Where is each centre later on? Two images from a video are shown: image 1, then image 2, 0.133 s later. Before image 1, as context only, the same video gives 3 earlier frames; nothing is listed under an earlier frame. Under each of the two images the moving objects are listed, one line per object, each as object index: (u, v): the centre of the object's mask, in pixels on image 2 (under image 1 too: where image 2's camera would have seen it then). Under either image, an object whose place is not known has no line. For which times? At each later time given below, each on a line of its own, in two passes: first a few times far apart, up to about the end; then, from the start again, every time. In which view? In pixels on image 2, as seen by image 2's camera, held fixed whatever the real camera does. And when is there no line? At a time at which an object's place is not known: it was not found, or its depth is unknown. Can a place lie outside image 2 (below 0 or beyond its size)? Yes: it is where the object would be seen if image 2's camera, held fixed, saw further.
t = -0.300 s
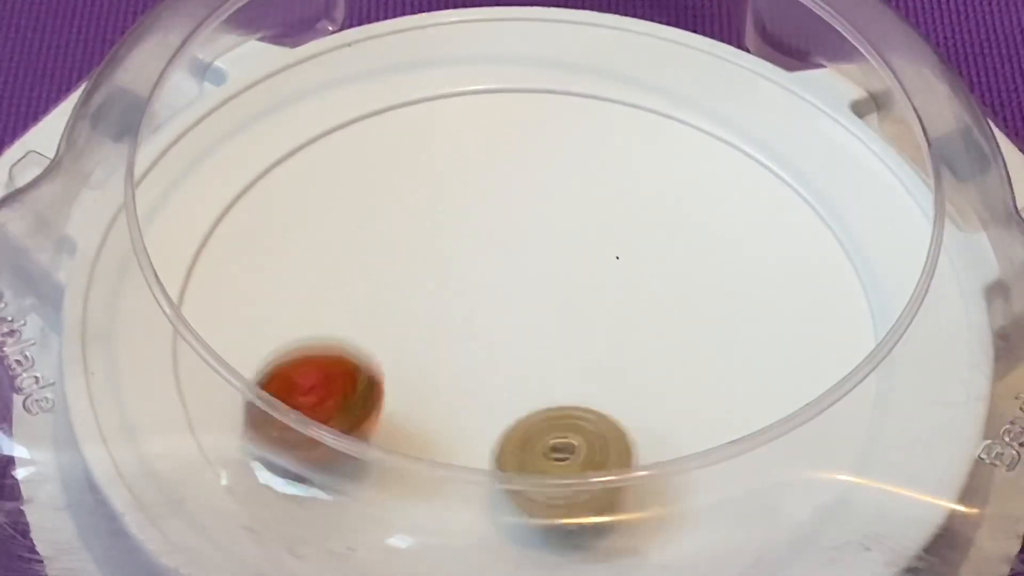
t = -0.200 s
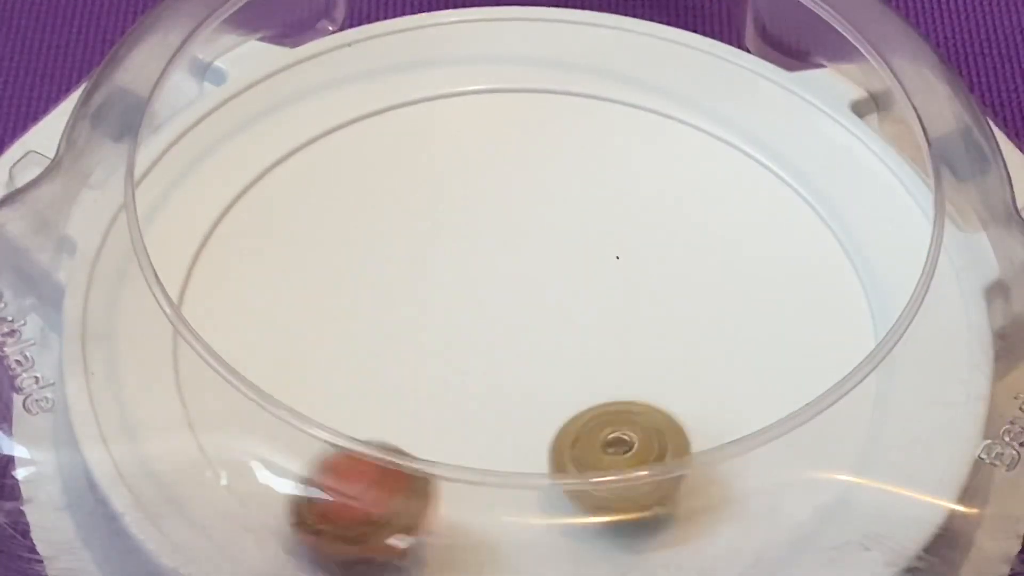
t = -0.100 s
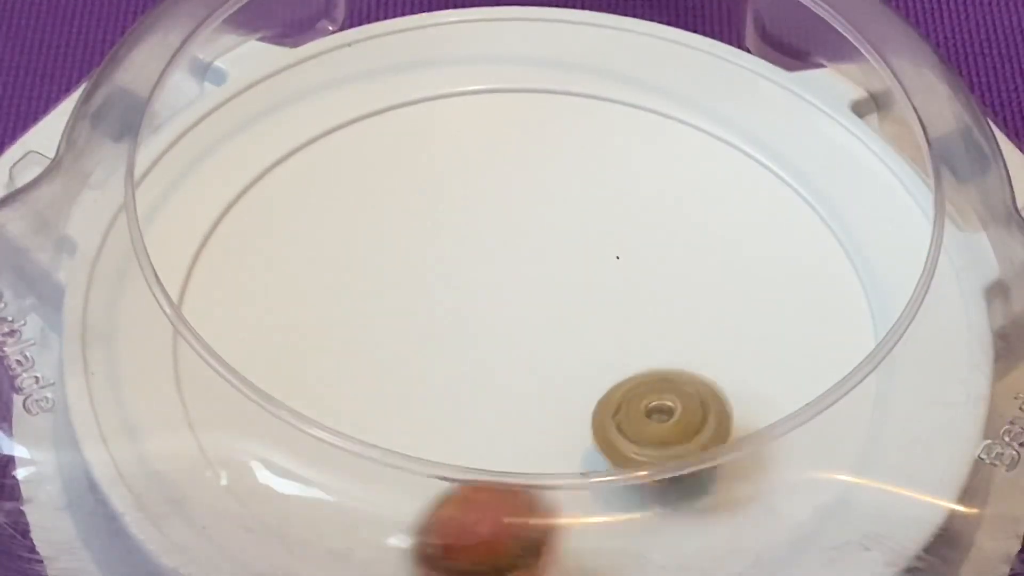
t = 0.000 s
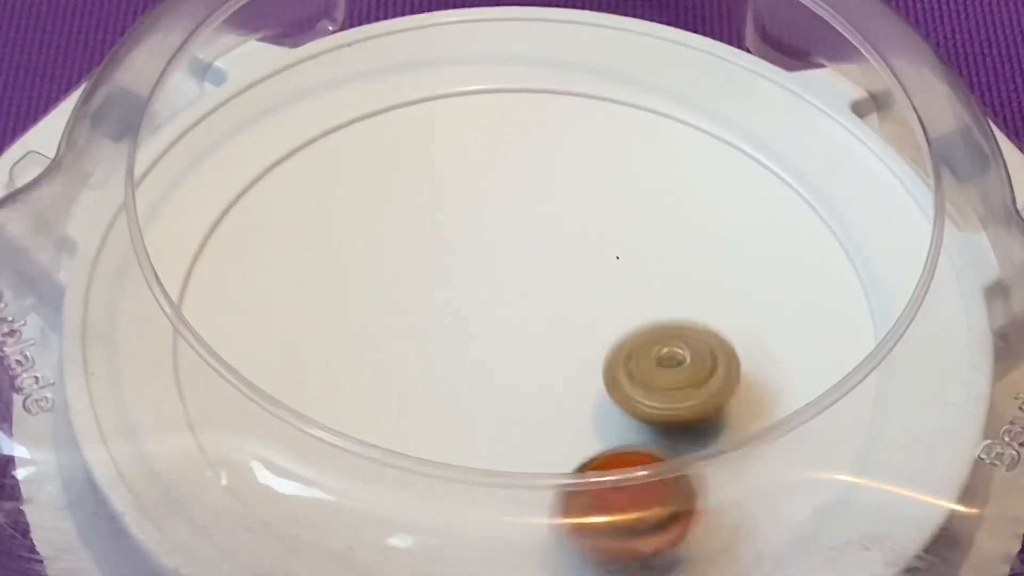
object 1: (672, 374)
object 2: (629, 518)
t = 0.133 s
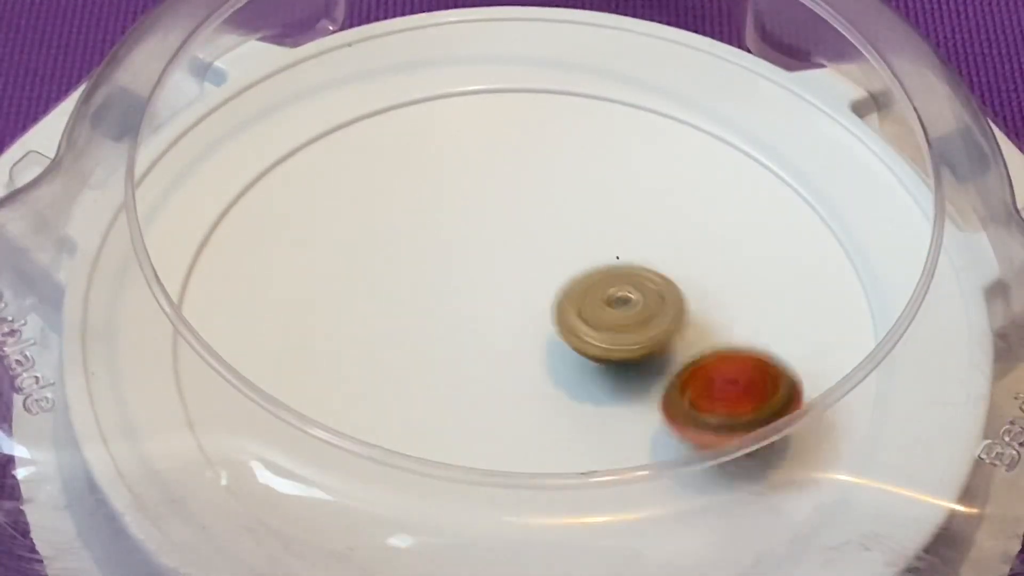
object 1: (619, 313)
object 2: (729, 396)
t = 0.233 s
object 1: (557, 292)
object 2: (701, 326)
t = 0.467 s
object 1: (326, 298)
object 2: (488, 269)
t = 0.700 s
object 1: (192, 345)
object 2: (348, 396)
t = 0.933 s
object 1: (433, 391)
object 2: (471, 529)
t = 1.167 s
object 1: (648, 288)
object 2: (635, 384)
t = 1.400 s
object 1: (589, 62)
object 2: (462, 256)
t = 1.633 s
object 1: (399, 176)
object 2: (265, 265)
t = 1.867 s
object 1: (421, 346)
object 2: (323, 414)
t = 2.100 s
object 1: (661, 316)
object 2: (568, 396)
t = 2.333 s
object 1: (751, 216)
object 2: (580, 219)
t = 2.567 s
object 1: (661, 232)
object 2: (380, 142)
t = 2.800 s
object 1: (560, 331)
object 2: (270, 302)
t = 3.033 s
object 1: (710, 399)
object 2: (436, 450)
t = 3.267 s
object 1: (796, 354)
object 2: (580, 367)
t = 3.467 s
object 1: (643, 347)
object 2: (585, 224)
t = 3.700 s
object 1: (475, 351)
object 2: (460, 209)
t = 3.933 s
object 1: (408, 444)
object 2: (410, 257)
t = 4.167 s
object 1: (473, 410)
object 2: (519, 297)
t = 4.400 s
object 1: (509, 295)
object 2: (604, 199)
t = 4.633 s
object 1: (478, 292)
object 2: (486, 148)
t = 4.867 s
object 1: (550, 373)
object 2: (464, 290)
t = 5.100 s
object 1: (689, 443)
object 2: (615, 351)
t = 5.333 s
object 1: (712, 446)
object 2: (737, 267)
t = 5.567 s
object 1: (581, 389)
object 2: (608, 259)
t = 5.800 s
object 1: (375, 404)
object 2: (570, 274)
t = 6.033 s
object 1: (349, 333)
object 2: (536, 307)
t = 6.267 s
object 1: (420, 257)
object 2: (547, 319)
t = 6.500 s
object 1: (530, 223)
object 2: (559, 332)
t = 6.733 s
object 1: (640, 251)
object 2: (554, 340)
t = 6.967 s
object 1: (687, 326)
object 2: (540, 343)
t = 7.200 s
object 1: (640, 404)
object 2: (525, 344)
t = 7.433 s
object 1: (539, 442)
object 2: (498, 327)
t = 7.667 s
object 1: (418, 416)
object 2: (457, 306)
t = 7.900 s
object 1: (361, 360)
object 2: (466, 249)
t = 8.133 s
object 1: (376, 315)
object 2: (525, 186)
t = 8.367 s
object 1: (462, 330)
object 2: (546, 127)
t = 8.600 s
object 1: (561, 367)
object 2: (517, 218)
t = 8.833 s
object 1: (581, 458)
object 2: (623, 322)
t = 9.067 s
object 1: (534, 520)
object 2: (780, 317)
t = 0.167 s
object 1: (600, 304)
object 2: (732, 374)
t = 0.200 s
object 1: (579, 296)
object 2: (722, 349)
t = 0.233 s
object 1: (557, 292)
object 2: (701, 326)
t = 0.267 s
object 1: (533, 290)
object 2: (674, 305)
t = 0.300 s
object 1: (494, 288)
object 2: (648, 290)
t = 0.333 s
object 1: (450, 284)
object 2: (623, 280)
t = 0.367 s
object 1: (413, 283)
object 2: (594, 272)
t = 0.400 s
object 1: (379, 285)
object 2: (560, 268)
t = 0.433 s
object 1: (350, 290)
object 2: (523, 265)
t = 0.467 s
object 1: (326, 298)
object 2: (488, 269)
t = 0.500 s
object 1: (306, 307)
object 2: (451, 280)
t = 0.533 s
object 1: (292, 317)
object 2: (417, 290)
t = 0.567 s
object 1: (262, 317)
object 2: (394, 308)
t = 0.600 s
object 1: (239, 322)
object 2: (377, 330)
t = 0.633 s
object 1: (202, 331)
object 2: (362, 354)
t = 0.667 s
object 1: (194, 333)
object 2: (349, 379)
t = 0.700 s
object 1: (192, 345)
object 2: (348, 396)
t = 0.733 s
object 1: (205, 360)
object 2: (339, 428)
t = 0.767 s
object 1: (238, 364)
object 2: (346, 453)
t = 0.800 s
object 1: (273, 375)
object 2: (356, 491)
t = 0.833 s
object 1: (311, 380)
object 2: (376, 504)
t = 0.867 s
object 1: (345, 388)
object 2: (403, 516)
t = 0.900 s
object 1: (389, 391)
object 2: (434, 526)
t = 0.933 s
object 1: (433, 391)
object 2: (471, 529)
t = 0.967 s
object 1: (476, 385)
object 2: (505, 530)
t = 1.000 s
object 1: (518, 377)
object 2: (541, 528)
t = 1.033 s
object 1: (556, 364)
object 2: (577, 505)
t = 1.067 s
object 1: (589, 349)
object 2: (604, 472)
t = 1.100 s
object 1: (615, 331)
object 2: (618, 437)
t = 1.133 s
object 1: (635, 312)
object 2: (634, 417)
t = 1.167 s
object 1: (648, 288)
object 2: (635, 384)
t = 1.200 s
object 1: (659, 249)
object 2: (626, 364)
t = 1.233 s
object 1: (662, 209)
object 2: (610, 344)
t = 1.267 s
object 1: (659, 169)
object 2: (588, 323)
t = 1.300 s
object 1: (650, 135)
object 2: (563, 306)
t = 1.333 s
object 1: (634, 104)
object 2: (531, 288)
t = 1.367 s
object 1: (616, 79)
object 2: (496, 272)
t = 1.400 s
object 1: (589, 62)
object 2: (462, 256)
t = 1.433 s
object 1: (561, 63)
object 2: (427, 249)
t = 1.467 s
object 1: (529, 74)
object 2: (396, 242)
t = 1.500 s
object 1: (499, 88)
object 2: (366, 238)
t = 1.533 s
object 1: (468, 107)
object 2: (337, 238)
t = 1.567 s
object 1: (442, 128)
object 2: (310, 243)
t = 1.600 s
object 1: (418, 151)
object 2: (285, 252)
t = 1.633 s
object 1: (399, 176)
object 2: (265, 265)
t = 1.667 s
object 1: (386, 203)
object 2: (251, 284)
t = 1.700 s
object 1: (378, 231)
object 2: (246, 306)
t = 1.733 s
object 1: (374, 257)
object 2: (252, 326)
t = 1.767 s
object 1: (377, 282)
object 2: (263, 345)
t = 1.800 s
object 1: (386, 305)
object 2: (267, 373)
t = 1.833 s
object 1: (401, 328)
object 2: (291, 397)
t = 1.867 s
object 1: (421, 346)
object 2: (323, 414)
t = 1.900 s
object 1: (447, 358)
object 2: (358, 426)
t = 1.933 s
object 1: (481, 360)
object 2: (389, 438)
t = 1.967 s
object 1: (520, 357)
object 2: (425, 444)
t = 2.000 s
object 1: (559, 351)
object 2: (465, 432)
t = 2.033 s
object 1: (596, 342)
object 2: (504, 429)
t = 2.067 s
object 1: (629, 332)
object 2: (541, 418)
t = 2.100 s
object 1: (661, 316)
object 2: (568, 396)
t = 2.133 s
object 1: (691, 299)
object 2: (588, 376)
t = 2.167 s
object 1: (713, 281)
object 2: (603, 351)
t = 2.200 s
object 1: (731, 263)
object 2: (610, 322)
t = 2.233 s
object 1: (742, 248)
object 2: (610, 296)
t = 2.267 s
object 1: (749, 236)
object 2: (605, 269)
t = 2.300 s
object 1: (751, 224)
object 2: (597, 243)
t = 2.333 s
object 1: (751, 216)
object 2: (580, 219)
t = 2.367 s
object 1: (746, 209)
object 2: (561, 200)
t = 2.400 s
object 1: (737, 205)
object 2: (537, 179)
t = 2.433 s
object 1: (725, 205)
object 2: (512, 164)
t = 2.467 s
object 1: (712, 207)
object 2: (481, 151)
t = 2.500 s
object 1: (697, 213)
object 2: (450, 143)
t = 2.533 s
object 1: (679, 221)
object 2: (416, 140)
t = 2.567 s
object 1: (661, 232)
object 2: (380, 142)
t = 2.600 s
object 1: (645, 243)
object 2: (344, 148)
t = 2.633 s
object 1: (627, 256)
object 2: (315, 160)
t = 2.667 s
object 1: (610, 270)
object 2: (290, 178)
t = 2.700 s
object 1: (595, 285)
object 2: (271, 204)
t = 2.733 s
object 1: (582, 300)
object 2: (261, 232)
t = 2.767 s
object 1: (569, 315)
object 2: (259, 266)
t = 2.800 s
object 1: (560, 331)
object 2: (270, 302)
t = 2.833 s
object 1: (555, 346)
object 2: (293, 340)
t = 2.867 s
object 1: (551, 363)
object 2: (326, 370)
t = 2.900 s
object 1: (550, 378)
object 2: (365, 394)
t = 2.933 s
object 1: (552, 394)
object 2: (407, 412)
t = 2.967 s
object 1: (588, 400)
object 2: (429, 435)
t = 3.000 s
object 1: (649, 395)
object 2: (428, 446)
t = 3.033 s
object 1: (710, 399)
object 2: (436, 450)
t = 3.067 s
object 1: (752, 390)
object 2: (450, 449)
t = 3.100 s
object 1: (785, 377)
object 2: (473, 433)
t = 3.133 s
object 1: (812, 374)
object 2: (494, 429)
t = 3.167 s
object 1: (821, 368)
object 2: (517, 423)
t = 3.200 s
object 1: (812, 357)
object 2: (541, 410)
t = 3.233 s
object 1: (808, 355)
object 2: (562, 389)
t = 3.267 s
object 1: (796, 354)
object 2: (580, 367)
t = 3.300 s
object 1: (780, 354)
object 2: (594, 343)
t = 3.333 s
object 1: (755, 351)
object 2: (603, 316)
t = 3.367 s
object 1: (727, 349)
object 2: (605, 290)
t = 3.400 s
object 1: (701, 348)
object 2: (602, 265)
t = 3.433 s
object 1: (672, 347)
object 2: (595, 243)
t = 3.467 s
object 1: (643, 347)
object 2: (585, 224)
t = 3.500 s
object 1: (613, 348)
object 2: (571, 210)
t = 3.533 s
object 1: (586, 347)
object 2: (556, 198)
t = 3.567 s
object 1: (558, 347)
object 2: (539, 191)
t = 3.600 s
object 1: (535, 347)
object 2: (522, 190)
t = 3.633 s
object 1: (512, 347)
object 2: (501, 194)
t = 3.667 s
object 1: (492, 349)
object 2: (480, 200)
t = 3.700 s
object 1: (475, 351)
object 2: (460, 209)
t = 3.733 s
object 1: (458, 352)
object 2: (437, 221)
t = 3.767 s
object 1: (442, 355)
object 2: (416, 237)
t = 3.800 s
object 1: (427, 360)
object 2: (402, 252)
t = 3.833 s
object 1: (417, 387)
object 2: (396, 247)
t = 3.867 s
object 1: (410, 412)
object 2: (396, 246)
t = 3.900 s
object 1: (410, 424)
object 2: (401, 250)
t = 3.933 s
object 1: (408, 444)
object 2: (410, 257)
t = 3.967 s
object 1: (412, 451)
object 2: (420, 267)
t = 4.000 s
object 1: (420, 453)
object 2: (432, 277)
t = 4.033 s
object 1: (430, 451)
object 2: (445, 288)
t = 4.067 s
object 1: (441, 444)
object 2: (458, 295)
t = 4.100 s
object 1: (453, 430)
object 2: (475, 299)
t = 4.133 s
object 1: (463, 423)
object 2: (496, 300)
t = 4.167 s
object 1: (473, 410)
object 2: (519, 297)
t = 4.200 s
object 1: (483, 395)
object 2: (542, 291)
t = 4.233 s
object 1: (490, 378)
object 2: (563, 280)
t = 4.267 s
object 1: (496, 361)
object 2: (581, 267)
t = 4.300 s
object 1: (502, 343)
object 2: (595, 252)
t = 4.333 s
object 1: (506, 325)
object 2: (604, 235)
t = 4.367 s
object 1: (509, 310)
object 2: (607, 217)
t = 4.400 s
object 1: (509, 295)
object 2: (604, 199)
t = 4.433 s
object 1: (508, 283)
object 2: (595, 183)
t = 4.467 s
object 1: (506, 272)
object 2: (580, 170)
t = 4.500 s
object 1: (505, 262)
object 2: (560, 161)
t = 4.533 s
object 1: (499, 264)
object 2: (541, 151)
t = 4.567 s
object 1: (488, 275)
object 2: (525, 142)
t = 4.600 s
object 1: (483, 284)
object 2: (506, 141)
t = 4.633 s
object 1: (478, 292)
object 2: (486, 148)
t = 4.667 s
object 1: (479, 297)
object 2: (466, 162)
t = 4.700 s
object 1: (484, 302)
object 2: (451, 182)
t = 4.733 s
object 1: (491, 306)
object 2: (440, 206)
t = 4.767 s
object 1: (502, 319)
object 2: (435, 224)
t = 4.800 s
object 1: (517, 342)
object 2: (439, 244)
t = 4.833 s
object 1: (534, 361)
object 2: (450, 267)
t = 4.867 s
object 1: (550, 373)
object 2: (464, 290)
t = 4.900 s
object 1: (570, 390)
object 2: (481, 308)
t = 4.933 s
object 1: (595, 407)
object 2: (500, 323)
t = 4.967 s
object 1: (614, 414)
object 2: (517, 336)
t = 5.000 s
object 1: (634, 418)
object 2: (539, 345)
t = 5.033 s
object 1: (655, 419)
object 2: (562, 352)
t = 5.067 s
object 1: (674, 434)
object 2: (587, 354)
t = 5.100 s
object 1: (689, 443)
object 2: (615, 351)
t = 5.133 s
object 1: (701, 450)
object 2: (643, 345)
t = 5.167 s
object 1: (712, 454)
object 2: (671, 338)
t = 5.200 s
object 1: (723, 462)
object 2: (695, 328)
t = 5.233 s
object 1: (727, 460)
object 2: (715, 315)
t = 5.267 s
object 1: (727, 460)
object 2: (729, 300)
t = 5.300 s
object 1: (718, 446)
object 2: (737, 284)
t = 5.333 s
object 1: (712, 446)
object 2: (737, 267)
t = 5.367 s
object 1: (701, 441)
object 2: (727, 254)
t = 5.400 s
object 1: (685, 423)
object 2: (710, 245)
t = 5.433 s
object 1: (668, 422)
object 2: (691, 242)
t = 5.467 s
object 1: (649, 418)
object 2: (668, 241)
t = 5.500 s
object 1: (629, 408)
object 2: (647, 244)
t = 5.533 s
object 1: (605, 398)
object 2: (626, 250)
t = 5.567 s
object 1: (581, 389)
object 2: (608, 259)
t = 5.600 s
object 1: (558, 378)
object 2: (589, 272)
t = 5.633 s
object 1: (531, 376)
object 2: (578, 277)
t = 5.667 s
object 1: (492, 378)
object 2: (578, 266)
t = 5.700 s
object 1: (455, 395)
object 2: (578, 267)
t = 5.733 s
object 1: (420, 404)
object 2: (578, 268)
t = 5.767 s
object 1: (395, 408)
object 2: (575, 270)
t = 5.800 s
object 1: (375, 404)
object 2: (570, 274)
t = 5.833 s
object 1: (362, 397)
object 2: (565, 278)
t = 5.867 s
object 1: (352, 389)
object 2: (560, 284)
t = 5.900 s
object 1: (345, 380)
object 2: (554, 289)
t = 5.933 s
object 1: (343, 369)
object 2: (548, 294)
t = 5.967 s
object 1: (343, 358)
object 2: (543, 298)
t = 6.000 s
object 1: (345, 346)
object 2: (539, 303)
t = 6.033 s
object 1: (349, 333)
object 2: (536, 307)
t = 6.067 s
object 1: (356, 322)
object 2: (534, 310)
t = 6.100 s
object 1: (364, 310)
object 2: (534, 312)
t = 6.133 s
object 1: (373, 299)
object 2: (535, 313)
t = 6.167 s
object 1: (383, 287)
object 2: (537, 314)
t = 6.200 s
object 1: (394, 276)
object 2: (540, 316)
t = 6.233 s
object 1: (407, 266)
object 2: (543, 317)
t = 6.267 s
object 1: (420, 257)
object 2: (547, 319)
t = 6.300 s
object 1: (433, 247)
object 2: (550, 321)
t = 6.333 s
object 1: (448, 240)
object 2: (552, 322)
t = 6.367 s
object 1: (463, 234)
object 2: (554, 324)
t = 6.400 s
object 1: (480, 230)
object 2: (556, 326)
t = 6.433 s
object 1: (497, 227)
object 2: (558, 329)
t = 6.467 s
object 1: (513, 224)
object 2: (559, 330)
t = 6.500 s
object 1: (530, 223)
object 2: (559, 332)
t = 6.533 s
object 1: (547, 223)
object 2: (558, 333)
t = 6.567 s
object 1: (564, 225)
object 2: (558, 335)
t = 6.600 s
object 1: (580, 228)
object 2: (558, 336)
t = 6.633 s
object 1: (596, 231)
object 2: (557, 337)
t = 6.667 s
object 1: (612, 237)
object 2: (556, 338)
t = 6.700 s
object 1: (627, 244)
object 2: (555, 339)
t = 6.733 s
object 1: (640, 251)
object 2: (554, 340)
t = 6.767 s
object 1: (651, 260)
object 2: (552, 341)
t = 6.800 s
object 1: (661, 269)
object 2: (551, 341)
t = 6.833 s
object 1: (670, 280)
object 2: (549, 342)
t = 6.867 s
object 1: (677, 291)
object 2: (547, 342)
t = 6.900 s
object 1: (682, 302)
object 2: (545, 342)
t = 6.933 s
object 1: (686, 314)
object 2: (542, 343)
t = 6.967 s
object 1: (687, 326)
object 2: (540, 343)
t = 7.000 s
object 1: (685, 339)
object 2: (538, 343)
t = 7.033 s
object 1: (682, 352)
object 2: (537, 344)
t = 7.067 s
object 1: (676, 363)
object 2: (535, 343)
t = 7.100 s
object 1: (670, 374)
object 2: (532, 343)
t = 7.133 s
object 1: (662, 385)
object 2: (530, 344)
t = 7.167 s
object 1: (652, 394)
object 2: (527, 344)
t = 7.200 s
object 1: (640, 404)
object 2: (525, 344)
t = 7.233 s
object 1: (628, 412)
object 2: (523, 345)
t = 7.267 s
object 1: (613, 420)
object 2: (521, 344)
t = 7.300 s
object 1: (598, 426)
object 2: (519, 344)
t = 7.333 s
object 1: (586, 435)
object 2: (512, 337)
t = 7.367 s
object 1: (572, 439)
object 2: (506, 332)
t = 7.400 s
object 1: (556, 442)
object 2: (502, 329)
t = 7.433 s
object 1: (539, 442)
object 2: (498, 327)
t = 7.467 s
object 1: (521, 441)
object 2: (494, 328)
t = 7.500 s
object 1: (503, 437)
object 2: (488, 329)
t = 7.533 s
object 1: (487, 433)
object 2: (479, 328)
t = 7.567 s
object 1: (470, 427)
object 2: (467, 327)
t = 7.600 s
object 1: (454, 424)
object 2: (463, 322)
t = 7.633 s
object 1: (434, 420)
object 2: (461, 313)
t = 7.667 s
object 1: (418, 416)
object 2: (457, 306)
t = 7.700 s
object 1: (407, 406)
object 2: (451, 300)
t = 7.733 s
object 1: (398, 397)
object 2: (444, 294)
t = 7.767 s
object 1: (392, 387)
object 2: (437, 290)
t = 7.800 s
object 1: (383, 381)
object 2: (438, 282)
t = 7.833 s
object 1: (368, 378)
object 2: (449, 267)
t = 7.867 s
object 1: (362, 370)
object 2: (458, 257)
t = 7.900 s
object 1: (361, 360)
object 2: (466, 249)
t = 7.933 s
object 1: (365, 348)
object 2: (471, 244)
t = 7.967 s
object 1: (374, 336)
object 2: (473, 241)
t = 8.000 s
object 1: (383, 325)
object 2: (475, 236)
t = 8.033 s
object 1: (393, 313)
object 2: (477, 229)
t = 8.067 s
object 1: (394, 306)
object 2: (487, 219)
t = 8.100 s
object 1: (381, 310)
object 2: (507, 201)
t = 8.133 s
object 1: (376, 315)
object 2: (525, 186)
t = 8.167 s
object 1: (377, 318)
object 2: (538, 173)
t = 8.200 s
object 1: (386, 322)
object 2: (547, 161)
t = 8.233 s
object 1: (399, 323)
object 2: (552, 151)
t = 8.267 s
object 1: (416, 325)
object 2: (555, 141)
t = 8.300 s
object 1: (432, 325)
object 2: (554, 134)
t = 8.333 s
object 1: (447, 328)
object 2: (551, 129)
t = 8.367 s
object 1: (462, 330)
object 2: (546, 127)
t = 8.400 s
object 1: (478, 334)
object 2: (537, 129)
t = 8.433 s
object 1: (495, 338)
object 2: (529, 137)
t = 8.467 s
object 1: (509, 343)
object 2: (524, 148)
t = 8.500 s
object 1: (523, 348)
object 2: (519, 163)
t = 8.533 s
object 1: (537, 354)
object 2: (517, 180)
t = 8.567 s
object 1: (550, 361)
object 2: (517, 198)
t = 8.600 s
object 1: (561, 367)
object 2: (517, 218)
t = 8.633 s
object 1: (570, 374)
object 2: (520, 237)
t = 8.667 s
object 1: (578, 381)
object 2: (527, 255)
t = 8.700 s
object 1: (585, 388)
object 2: (537, 275)
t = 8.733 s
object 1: (590, 394)
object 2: (553, 293)
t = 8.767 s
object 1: (590, 412)
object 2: (575, 306)
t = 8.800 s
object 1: (587, 429)
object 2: (598, 316)
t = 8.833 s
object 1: (581, 458)
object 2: (623, 322)
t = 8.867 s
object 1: (575, 480)
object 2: (649, 327)
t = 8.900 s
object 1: (569, 498)
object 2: (674, 333)
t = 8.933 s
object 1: (559, 522)
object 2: (701, 336)
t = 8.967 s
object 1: (554, 524)
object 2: (725, 335)
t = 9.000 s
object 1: (549, 525)
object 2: (746, 332)
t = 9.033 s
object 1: (542, 525)
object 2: (766, 325)
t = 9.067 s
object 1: (534, 520)
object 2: (780, 317)
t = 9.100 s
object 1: (525, 516)
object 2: (787, 307)
